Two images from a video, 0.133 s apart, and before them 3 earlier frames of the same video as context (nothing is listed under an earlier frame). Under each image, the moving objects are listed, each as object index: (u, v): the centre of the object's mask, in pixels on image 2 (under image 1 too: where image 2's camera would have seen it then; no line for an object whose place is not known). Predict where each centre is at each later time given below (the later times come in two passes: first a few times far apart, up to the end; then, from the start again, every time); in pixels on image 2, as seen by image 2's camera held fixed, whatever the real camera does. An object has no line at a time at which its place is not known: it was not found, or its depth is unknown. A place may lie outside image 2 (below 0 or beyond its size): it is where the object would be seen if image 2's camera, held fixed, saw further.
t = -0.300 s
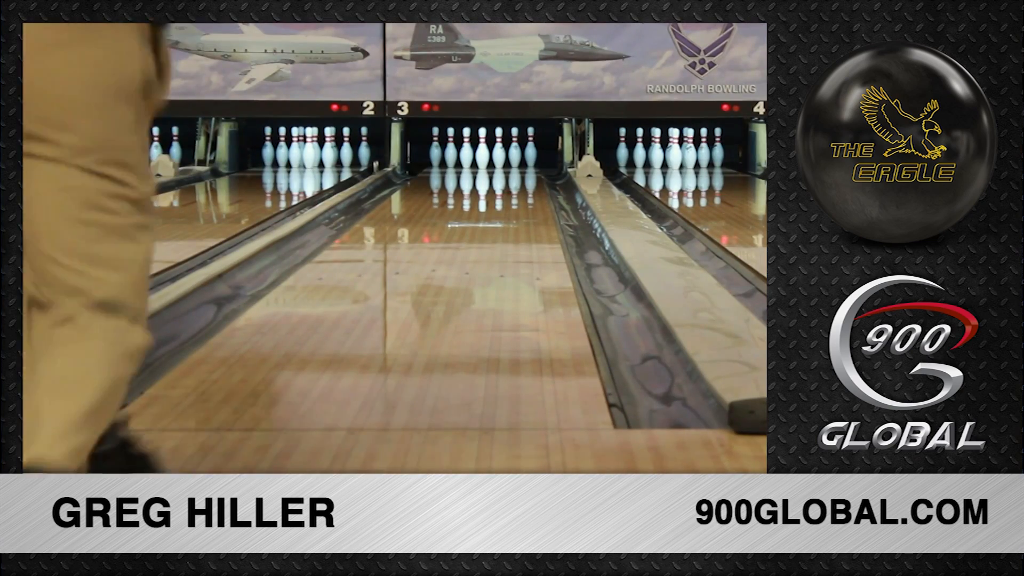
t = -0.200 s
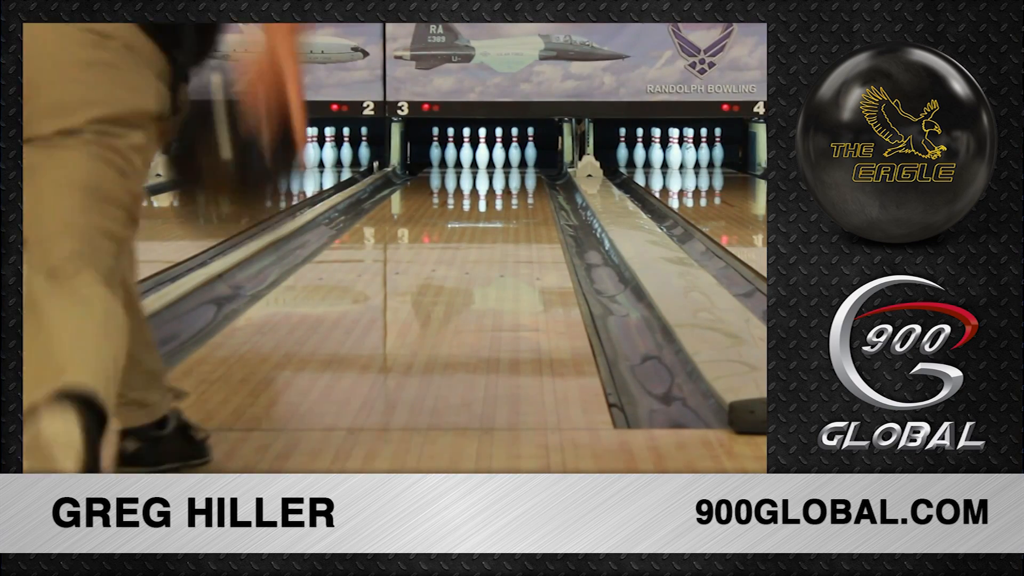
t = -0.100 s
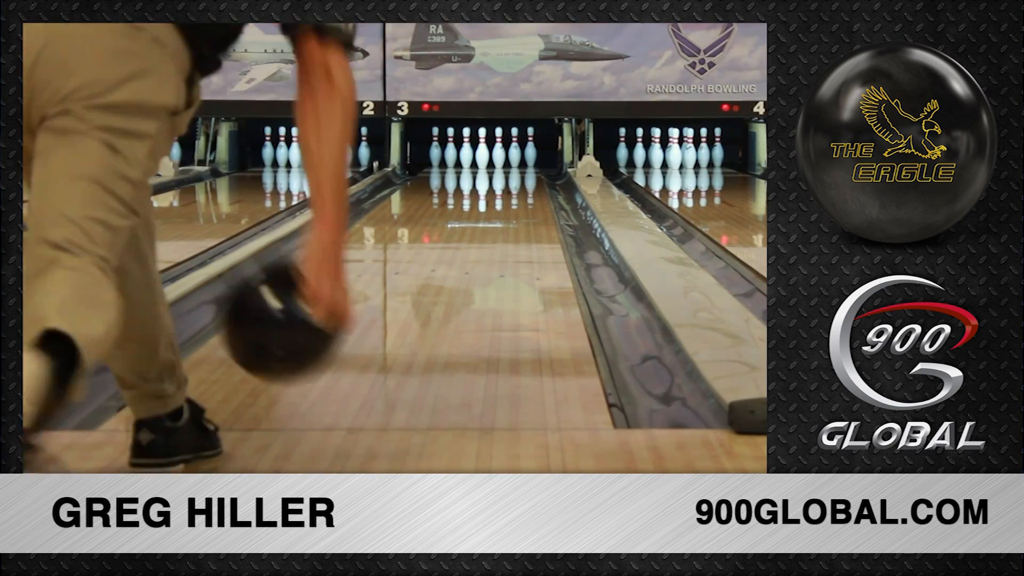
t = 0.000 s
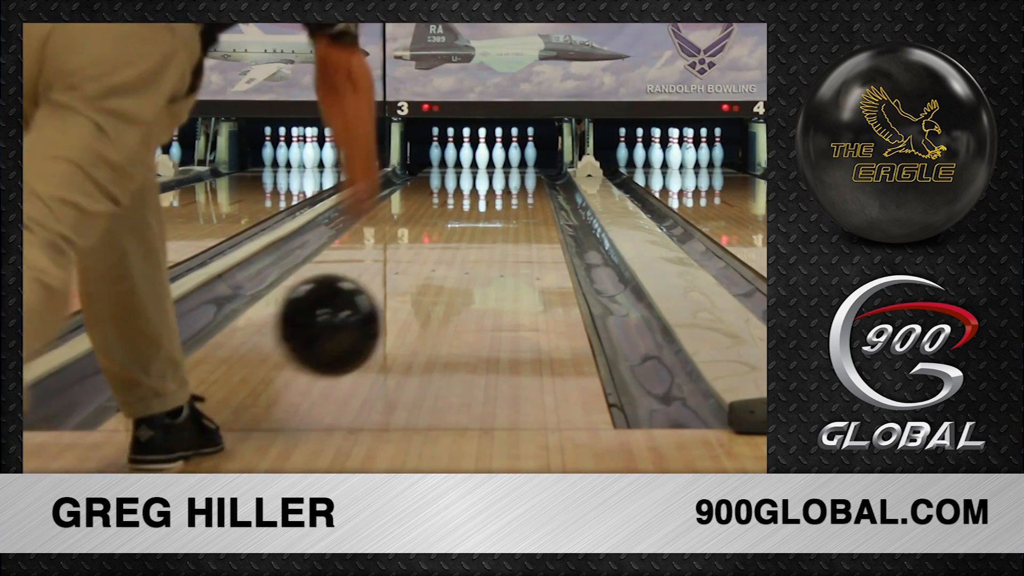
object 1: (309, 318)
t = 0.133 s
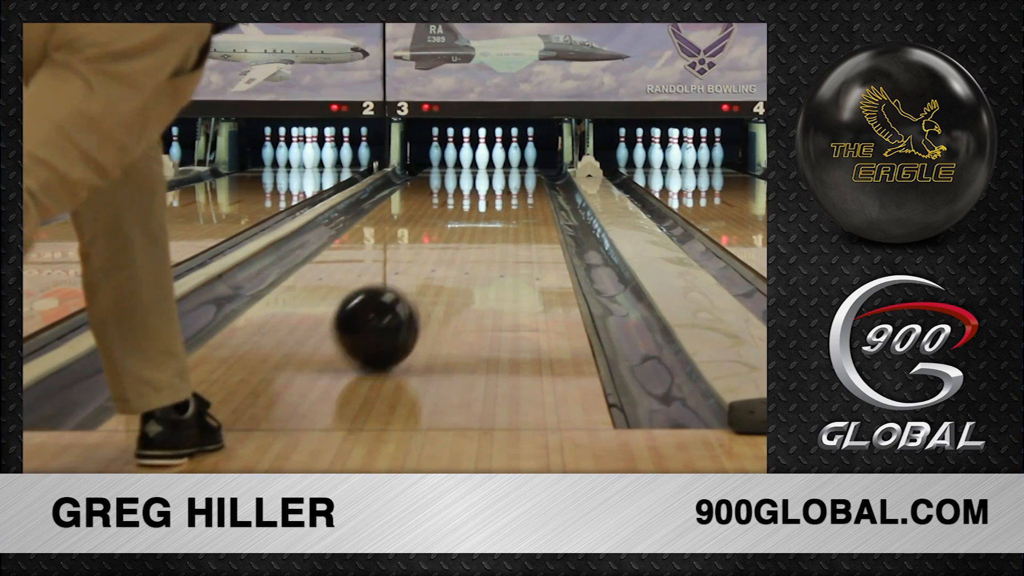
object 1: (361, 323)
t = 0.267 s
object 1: (396, 291)
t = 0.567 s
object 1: (447, 245)
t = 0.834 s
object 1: (472, 219)
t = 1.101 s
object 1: (489, 200)
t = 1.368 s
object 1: (501, 186)
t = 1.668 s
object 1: (512, 176)
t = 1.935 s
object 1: (512, 168)
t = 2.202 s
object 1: (504, 163)
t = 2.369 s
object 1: (495, 159)
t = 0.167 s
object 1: (371, 315)
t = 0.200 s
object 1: (384, 307)
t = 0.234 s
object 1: (389, 299)
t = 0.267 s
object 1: (396, 291)
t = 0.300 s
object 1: (407, 286)
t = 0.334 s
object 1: (411, 279)
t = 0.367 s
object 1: (416, 273)
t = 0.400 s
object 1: (422, 267)
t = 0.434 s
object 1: (428, 261)
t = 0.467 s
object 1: (433, 257)
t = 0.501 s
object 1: (440, 254)
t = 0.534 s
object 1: (442, 249)
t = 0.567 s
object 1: (447, 245)
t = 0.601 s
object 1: (451, 241)
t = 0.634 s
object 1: (454, 237)
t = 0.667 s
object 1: (458, 234)
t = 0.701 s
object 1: (461, 231)
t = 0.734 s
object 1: (464, 228)
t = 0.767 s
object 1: (467, 225)
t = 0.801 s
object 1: (470, 222)
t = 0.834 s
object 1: (472, 219)
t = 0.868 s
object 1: (474, 216)
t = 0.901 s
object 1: (477, 214)
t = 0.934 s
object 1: (479, 211)
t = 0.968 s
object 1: (482, 208)
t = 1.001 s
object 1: (484, 205)
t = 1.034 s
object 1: (486, 203)
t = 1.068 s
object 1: (488, 202)
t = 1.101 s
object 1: (489, 200)
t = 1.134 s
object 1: (491, 198)
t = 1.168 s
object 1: (492, 196)
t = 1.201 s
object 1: (494, 193)
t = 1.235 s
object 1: (496, 192)
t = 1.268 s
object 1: (498, 191)
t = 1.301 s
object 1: (499, 189)
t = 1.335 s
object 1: (500, 188)
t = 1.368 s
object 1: (501, 186)
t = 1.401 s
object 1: (502, 184)
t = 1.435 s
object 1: (503, 183)
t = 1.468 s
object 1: (506, 183)
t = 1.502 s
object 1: (504, 181)
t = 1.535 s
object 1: (505, 180)
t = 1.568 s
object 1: (509, 180)
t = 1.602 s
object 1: (510, 178)
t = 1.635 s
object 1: (508, 176)
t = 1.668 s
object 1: (512, 176)
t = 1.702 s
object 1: (509, 175)
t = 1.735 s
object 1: (510, 174)
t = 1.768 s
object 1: (510, 173)
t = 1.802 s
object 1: (510, 172)
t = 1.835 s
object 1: (513, 171)
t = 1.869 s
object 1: (510, 170)
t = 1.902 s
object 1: (510, 169)
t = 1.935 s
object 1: (512, 168)
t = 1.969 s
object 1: (512, 167)
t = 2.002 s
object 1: (511, 167)
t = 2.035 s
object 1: (510, 166)
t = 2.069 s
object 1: (510, 165)
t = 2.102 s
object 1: (509, 165)
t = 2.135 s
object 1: (507, 164)
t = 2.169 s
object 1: (506, 163)
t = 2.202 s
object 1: (504, 163)
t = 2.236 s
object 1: (503, 162)
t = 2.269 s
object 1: (501, 161)
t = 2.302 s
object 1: (499, 160)
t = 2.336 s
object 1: (497, 159)
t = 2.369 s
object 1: (495, 159)
